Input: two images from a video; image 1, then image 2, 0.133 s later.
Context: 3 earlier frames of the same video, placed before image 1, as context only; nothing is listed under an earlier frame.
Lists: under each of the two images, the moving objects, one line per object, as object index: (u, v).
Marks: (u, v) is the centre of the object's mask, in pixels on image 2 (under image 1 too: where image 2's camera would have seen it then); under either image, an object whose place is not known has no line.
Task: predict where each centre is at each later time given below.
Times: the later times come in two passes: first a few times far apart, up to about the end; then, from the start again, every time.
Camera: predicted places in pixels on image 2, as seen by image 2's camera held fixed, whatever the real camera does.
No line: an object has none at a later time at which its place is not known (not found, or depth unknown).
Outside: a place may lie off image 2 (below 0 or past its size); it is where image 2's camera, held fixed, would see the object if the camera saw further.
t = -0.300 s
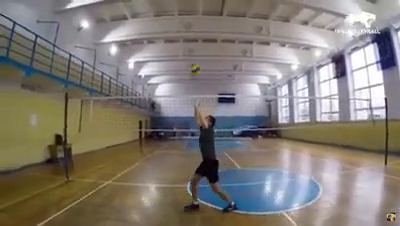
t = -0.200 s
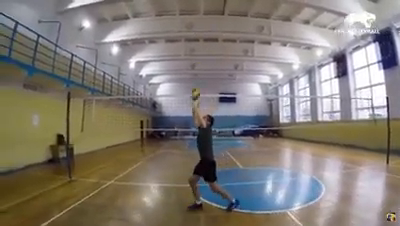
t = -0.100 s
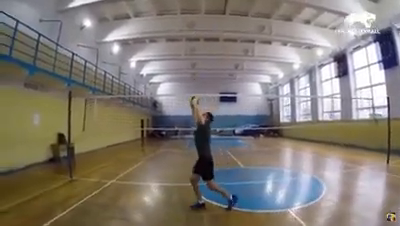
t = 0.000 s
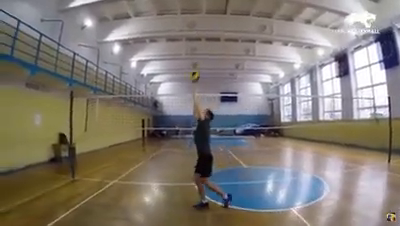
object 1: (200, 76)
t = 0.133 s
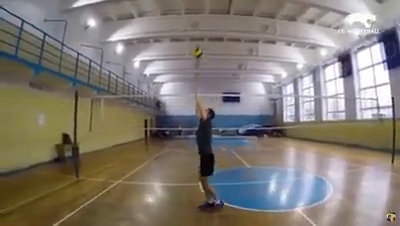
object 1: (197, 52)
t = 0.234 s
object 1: (197, 40)
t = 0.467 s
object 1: (199, 31)
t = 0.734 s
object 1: (200, 49)
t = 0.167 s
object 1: (197, 46)
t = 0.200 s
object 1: (197, 43)
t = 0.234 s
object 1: (197, 40)
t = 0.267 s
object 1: (197, 37)
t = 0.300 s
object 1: (197, 35)
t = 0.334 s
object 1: (198, 33)
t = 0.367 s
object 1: (198, 32)
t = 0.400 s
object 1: (198, 32)
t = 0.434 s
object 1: (198, 31)
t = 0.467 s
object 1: (199, 31)
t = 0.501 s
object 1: (199, 32)
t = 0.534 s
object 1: (199, 33)
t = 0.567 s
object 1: (200, 34)
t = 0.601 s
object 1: (198, 35)
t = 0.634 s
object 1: (198, 38)
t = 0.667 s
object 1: (198, 41)
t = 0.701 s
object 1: (201, 44)
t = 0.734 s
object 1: (200, 49)
